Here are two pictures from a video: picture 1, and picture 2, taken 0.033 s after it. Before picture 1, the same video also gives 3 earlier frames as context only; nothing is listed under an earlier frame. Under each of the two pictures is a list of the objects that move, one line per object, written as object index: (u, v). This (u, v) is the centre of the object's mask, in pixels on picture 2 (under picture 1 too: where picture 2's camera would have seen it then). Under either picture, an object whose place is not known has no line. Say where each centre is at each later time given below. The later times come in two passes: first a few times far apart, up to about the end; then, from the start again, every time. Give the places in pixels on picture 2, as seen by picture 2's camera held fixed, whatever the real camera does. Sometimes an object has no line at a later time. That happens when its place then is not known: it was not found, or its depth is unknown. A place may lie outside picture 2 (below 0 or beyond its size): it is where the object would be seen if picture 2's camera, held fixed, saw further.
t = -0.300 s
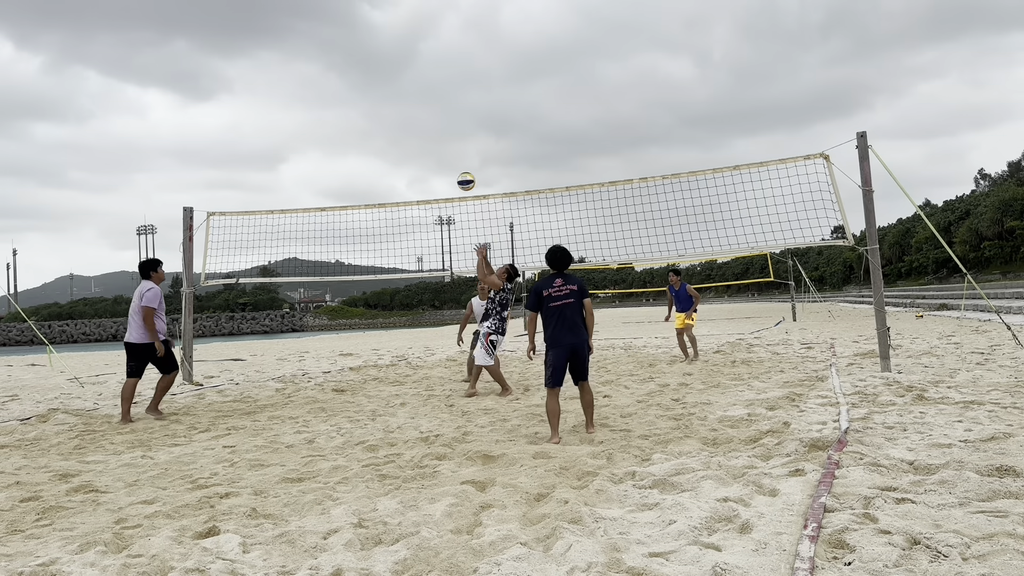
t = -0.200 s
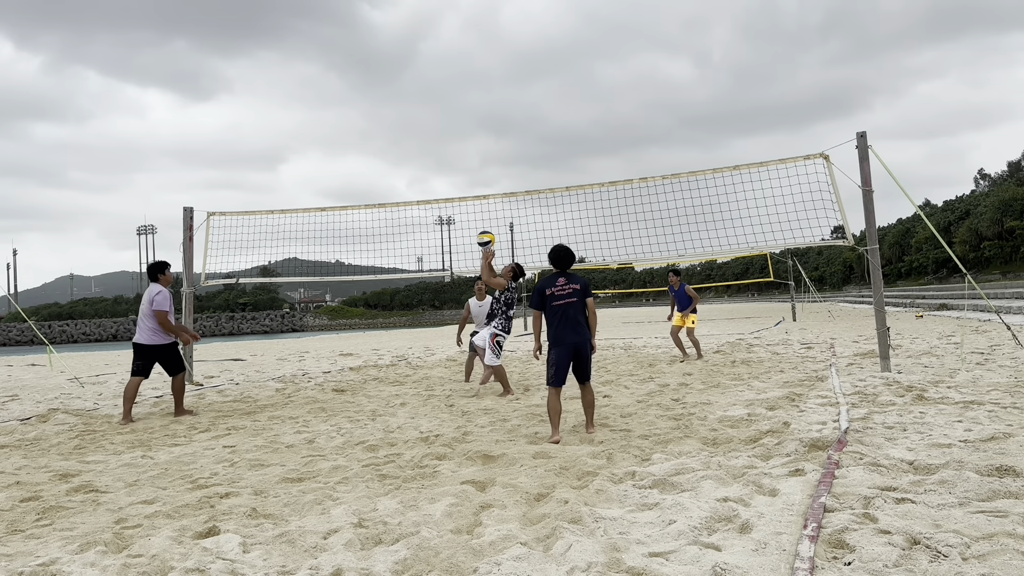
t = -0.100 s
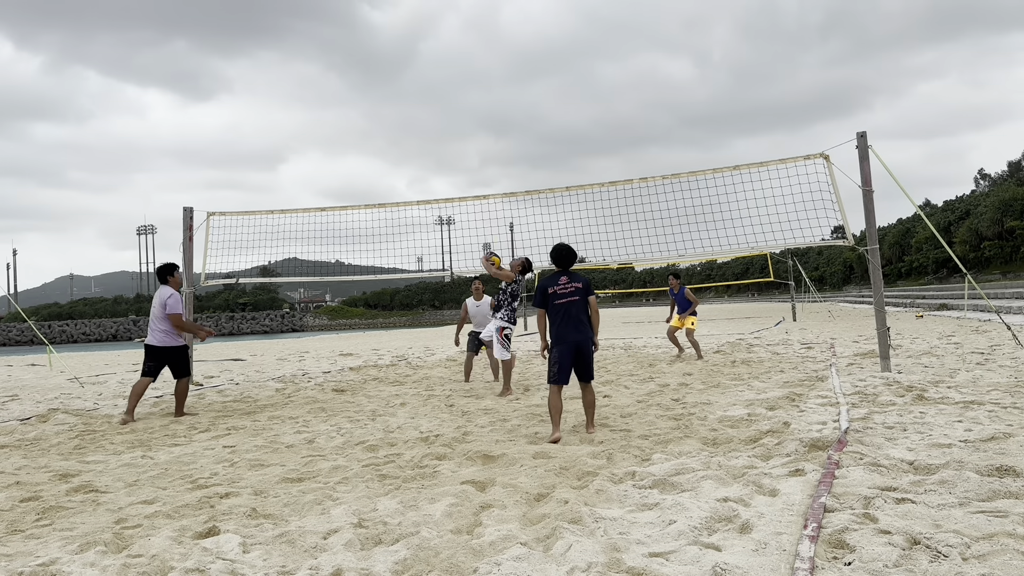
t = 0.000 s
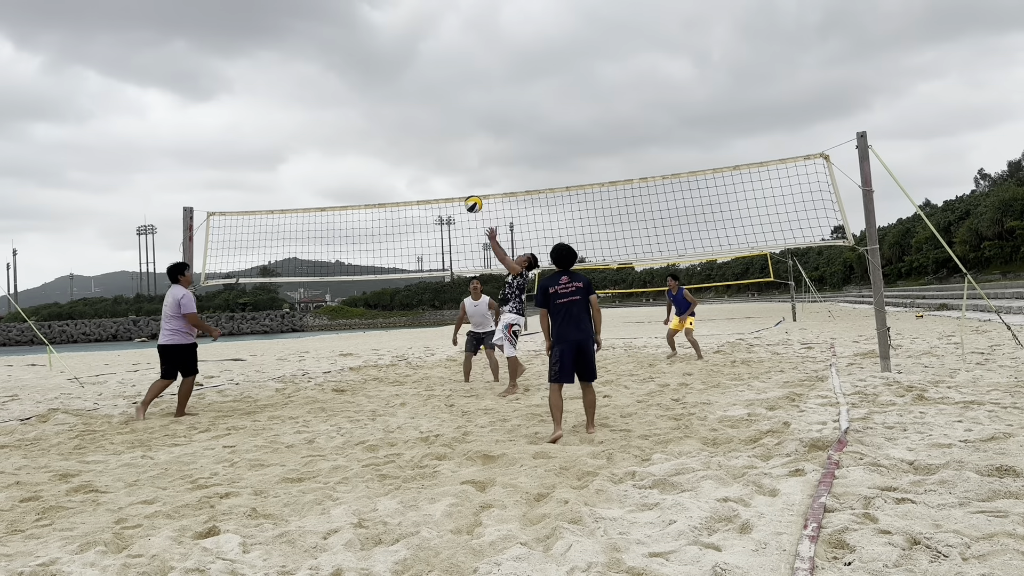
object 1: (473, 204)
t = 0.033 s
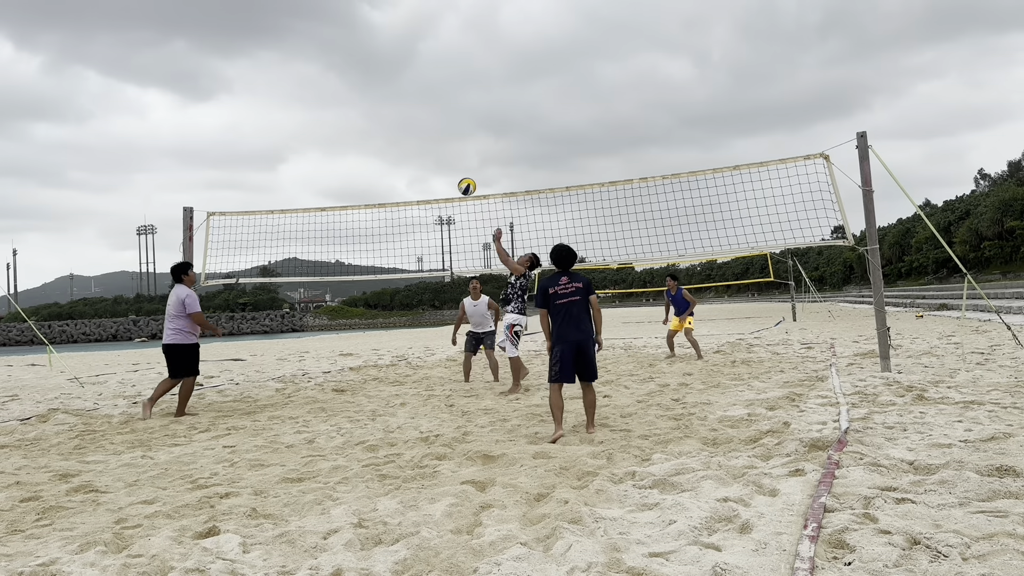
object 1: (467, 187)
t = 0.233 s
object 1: (428, 103)
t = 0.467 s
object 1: (386, 47)
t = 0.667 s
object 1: (352, 36)
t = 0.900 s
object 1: (317, 63)
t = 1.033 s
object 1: (298, 98)
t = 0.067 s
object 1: (460, 170)
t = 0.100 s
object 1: (454, 155)
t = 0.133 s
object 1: (447, 140)
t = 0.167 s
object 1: (441, 127)
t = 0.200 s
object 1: (434, 115)
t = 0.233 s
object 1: (428, 103)
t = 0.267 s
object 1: (422, 92)
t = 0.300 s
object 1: (416, 83)
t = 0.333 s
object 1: (410, 74)
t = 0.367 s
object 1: (404, 66)
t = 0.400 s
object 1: (398, 59)
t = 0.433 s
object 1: (392, 53)
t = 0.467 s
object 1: (386, 47)
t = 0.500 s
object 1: (381, 43)
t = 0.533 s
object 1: (375, 40)
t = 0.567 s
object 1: (369, 38)
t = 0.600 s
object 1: (364, 36)
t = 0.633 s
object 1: (358, 36)
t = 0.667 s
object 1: (352, 36)
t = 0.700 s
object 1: (347, 37)
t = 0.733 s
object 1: (342, 39)
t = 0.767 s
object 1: (337, 42)
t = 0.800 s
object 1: (332, 46)
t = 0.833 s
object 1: (327, 51)
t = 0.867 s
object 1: (322, 57)
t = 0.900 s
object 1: (317, 63)
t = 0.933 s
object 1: (312, 71)
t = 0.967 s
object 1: (307, 79)
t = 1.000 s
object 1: (302, 88)
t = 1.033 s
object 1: (298, 98)
